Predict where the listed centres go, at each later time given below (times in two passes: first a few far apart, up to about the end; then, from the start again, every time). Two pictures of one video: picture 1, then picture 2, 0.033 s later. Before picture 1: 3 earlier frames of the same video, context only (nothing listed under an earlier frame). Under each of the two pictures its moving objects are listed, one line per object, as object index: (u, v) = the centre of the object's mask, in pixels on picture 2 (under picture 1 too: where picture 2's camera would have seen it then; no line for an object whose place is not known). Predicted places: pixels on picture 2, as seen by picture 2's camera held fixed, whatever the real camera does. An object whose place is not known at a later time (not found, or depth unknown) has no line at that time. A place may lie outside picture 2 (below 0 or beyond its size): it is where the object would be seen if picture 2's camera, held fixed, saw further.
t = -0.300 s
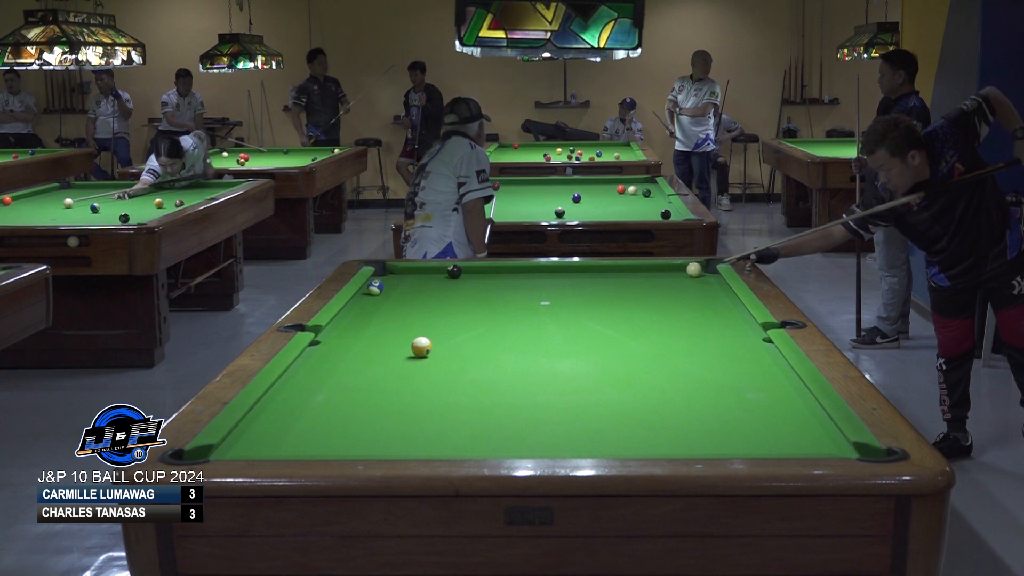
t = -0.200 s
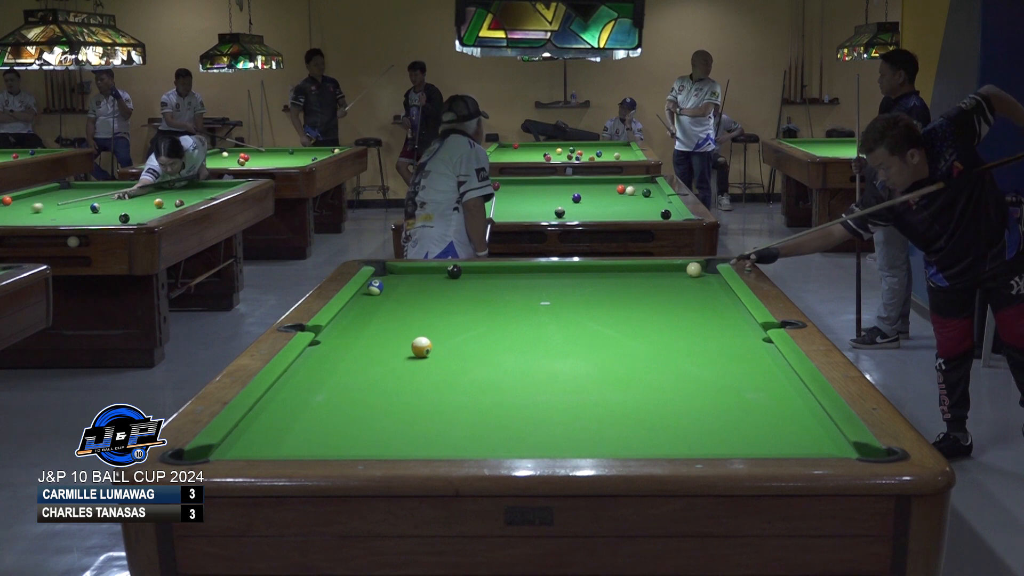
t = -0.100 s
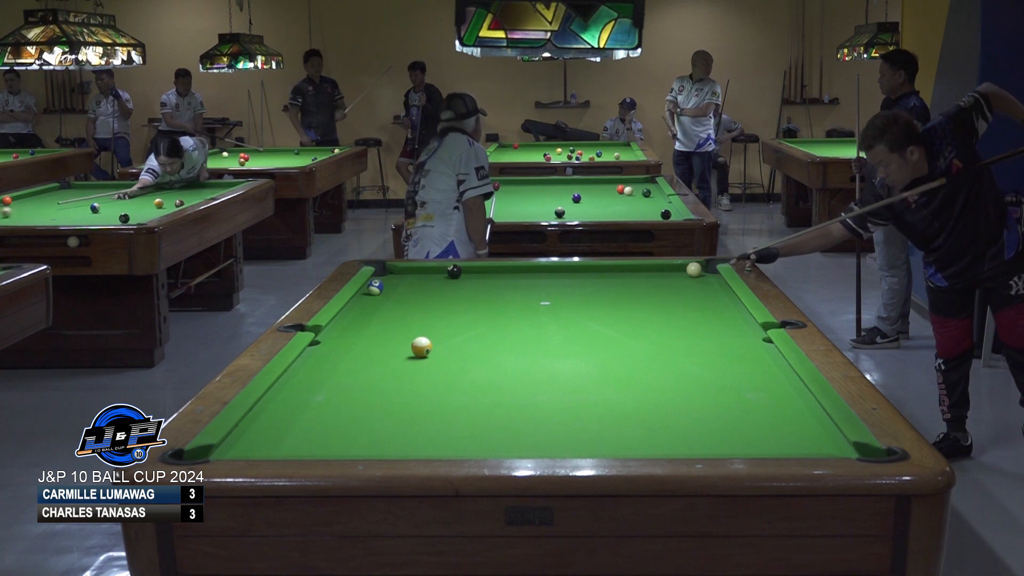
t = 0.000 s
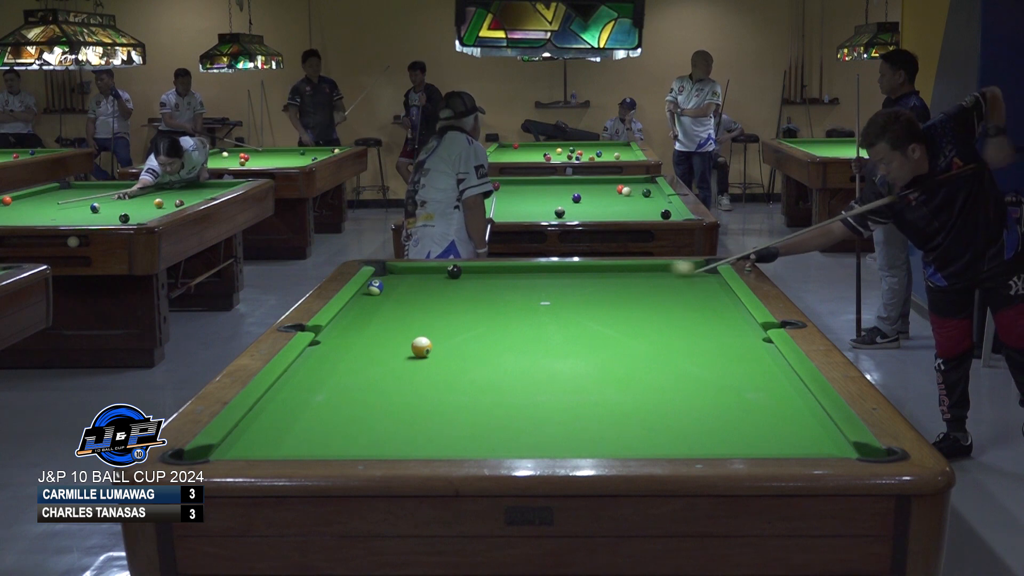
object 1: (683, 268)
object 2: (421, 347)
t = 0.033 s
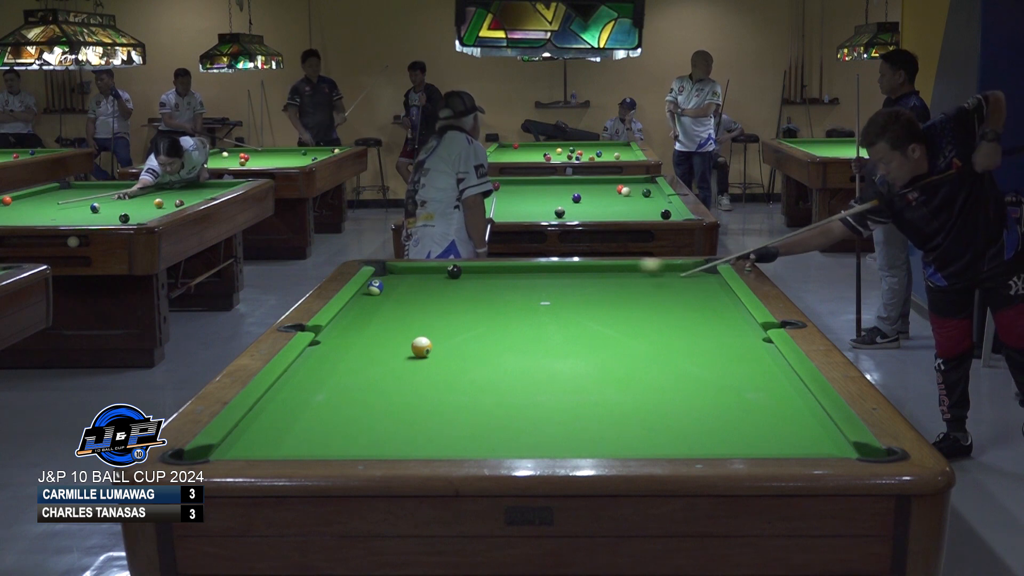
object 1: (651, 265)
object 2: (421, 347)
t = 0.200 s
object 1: (494, 270)
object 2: (421, 347)
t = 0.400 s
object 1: (460, 276)
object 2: (421, 347)
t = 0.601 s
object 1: (459, 281)
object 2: (421, 347)
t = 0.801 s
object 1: (457, 285)
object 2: (421, 347)
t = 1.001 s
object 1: (456, 289)
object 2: (421, 347)
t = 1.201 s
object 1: (455, 294)
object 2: (421, 347)
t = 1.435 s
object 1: (454, 298)
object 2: (421, 347)
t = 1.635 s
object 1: (453, 303)
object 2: (421, 347)
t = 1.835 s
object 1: (452, 307)
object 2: (421, 347)
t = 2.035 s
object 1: (451, 311)
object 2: (421, 347)
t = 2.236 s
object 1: (450, 315)
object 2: (421, 347)
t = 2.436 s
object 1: (449, 319)
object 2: (421, 347)
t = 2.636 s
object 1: (448, 323)
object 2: (421, 347)
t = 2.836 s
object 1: (447, 327)
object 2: (421, 347)
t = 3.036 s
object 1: (446, 330)
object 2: (421, 347)
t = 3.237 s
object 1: (445, 334)
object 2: (421, 347)
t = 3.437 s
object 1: (443, 337)
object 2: (421, 347)
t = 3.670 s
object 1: (441, 341)
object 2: (421, 347)
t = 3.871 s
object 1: (439, 344)
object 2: (421, 347)
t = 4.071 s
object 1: (441, 346)
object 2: (417, 347)
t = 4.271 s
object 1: (444, 348)
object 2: (414, 348)
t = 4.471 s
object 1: (446, 349)
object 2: (411, 349)
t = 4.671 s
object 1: (448, 350)
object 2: (409, 349)
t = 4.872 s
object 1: (450, 351)
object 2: (408, 349)
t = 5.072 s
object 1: (451, 352)
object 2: (408, 349)
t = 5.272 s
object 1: (452, 352)
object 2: (408, 349)
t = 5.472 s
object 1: (452, 352)
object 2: (408, 349)
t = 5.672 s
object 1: (452, 352)
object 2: (408, 349)
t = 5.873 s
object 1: (452, 352)
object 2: (408, 349)
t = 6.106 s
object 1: (452, 352)
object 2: (408, 349)
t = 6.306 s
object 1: (452, 353)
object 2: (408, 349)
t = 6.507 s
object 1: (452, 353)
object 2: (408, 349)
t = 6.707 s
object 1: (452, 353)
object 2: (408, 349)
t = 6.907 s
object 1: (452, 353)
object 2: (408, 349)
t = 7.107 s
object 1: (452, 353)
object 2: (408, 349)
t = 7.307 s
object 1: (452, 352)
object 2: (408, 349)
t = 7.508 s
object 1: (452, 352)
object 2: (408, 349)
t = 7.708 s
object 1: (452, 352)
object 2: (408, 349)
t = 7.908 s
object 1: (452, 352)
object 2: (408, 349)
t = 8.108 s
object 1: (452, 352)
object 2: (408, 349)
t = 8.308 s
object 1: (452, 352)
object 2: (408, 349)
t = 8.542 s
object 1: (452, 352)
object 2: (408, 349)
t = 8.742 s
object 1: (452, 353)
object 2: (408, 349)
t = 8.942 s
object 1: (452, 352)
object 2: (408, 349)
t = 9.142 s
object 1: (452, 352)
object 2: (408, 349)
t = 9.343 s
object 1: (452, 352)
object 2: (408, 349)
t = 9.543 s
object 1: (452, 352)
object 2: (408, 349)
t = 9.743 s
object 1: (452, 352)
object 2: (408, 349)
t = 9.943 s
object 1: (452, 352)
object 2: (408, 349)
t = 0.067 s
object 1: (619, 264)
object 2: (421, 347)
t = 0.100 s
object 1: (587, 268)
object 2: (421, 347)
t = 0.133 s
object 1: (555, 270)
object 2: (421, 347)
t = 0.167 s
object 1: (525, 269)
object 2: (421, 347)
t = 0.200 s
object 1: (494, 270)
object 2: (421, 347)
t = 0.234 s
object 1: (468, 271)
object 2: (421, 347)
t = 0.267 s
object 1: (465, 273)
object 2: (421, 347)
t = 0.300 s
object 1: (463, 274)
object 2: (421, 347)
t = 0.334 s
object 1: (461, 275)
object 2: (421, 347)
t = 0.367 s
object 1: (460, 275)
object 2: (421, 347)
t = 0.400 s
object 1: (460, 276)
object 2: (421, 347)
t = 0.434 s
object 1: (459, 277)
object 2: (421, 347)
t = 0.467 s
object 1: (459, 278)
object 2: (421, 347)
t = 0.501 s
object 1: (459, 278)
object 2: (421, 347)
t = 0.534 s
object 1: (459, 279)
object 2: (421, 347)
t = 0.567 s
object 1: (459, 280)
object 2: (421, 347)
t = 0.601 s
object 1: (459, 281)
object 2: (421, 347)
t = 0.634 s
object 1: (458, 281)
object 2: (421, 347)
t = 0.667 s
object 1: (458, 282)
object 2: (421, 347)
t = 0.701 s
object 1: (458, 283)
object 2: (421, 347)
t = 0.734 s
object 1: (458, 283)
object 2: (421, 347)
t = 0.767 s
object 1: (458, 284)
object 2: (421, 347)
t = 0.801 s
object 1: (457, 285)
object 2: (421, 347)
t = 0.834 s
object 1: (457, 286)
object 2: (421, 347)
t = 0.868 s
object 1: (457, 286)
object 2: (421, 347)
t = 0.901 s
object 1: (457, 287)
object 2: (421, 347)
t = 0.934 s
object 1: (456, 288)
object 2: (421, 347)
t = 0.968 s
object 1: (456, 289)
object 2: (421, 347)
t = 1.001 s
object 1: (456, 289)
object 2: (421, 347)
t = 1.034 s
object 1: (456, 290)
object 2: (421, 347)
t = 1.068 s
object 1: (456, 291)
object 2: (421, 347)
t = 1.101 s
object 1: (455, 291)
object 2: (421, 347)
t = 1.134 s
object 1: (455, 292)
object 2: (421, 347)
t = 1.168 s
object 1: (455, 293)
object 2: (421, 347)
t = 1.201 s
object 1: (455, 294)
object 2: (421, 347)
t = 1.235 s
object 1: (455, 294)
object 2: (421, 347)
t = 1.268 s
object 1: (455, 295)
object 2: (421, 347)
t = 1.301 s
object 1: (454, 296)
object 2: (421, 347)
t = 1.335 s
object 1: (454, 296)
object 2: (421, 347)
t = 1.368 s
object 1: (454, 297)
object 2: (421, 347)
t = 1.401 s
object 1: (454, 298)
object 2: (421, 347)
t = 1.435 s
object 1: (454, 298)
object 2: (421, 347)
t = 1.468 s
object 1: (454, 299)
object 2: (421, 347)
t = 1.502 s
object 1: (453, 300)
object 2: (421, 347)
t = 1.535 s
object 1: (453, 301)
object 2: (421, 347)
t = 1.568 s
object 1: (453, 301)
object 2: (421, 347)
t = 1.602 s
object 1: (453, 302)
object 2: (421, 347)
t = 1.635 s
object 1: (453, 303)
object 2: (421, 347)
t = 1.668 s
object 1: (453, 303)
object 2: (421, 347)
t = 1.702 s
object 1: (452, 304)
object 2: (421, 347)
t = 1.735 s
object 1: (452, 305)
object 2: (421, 347)
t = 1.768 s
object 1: (452, 306)
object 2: (421, 347)
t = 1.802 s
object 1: (452, 306)
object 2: (421, 347)
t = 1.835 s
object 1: (452, 307)
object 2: (421, 347)
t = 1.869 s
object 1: (452, 308)
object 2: (421, 347)
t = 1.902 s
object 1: (452, 308)
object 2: (421, 347)
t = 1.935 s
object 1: (451, 309)
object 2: (421, 347)
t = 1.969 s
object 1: (451, 310)
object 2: (421, 347)
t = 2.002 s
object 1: (451, 310)
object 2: (421, 347)
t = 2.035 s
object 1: (451, 311)
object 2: (421, 347)
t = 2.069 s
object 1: (451, 312)
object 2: (421, 347)
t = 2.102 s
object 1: (451, 312)
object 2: (421, 347)
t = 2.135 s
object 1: (451, 313)
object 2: (421, 347)
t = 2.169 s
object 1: (451, 314)
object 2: (421, 347)
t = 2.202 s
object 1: (451, 314)
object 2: (421, 347)
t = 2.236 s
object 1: (450, 315)
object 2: (421, 347)
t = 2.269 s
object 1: (450, 316)
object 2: (421, 347)
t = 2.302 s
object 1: (450, 316)
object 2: (421, 347)
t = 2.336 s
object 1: (450, 317)
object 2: (421, 347)
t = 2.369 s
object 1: (449, 318)
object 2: (421, 347)
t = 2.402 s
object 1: (449, 318)
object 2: (421, 347)
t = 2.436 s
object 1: (449, 319)
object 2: (421, 347)
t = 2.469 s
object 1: (449, 320)
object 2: (421, 347)
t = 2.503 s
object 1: (449, 320)
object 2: (421, 347)
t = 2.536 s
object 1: (448, 321)
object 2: (421, 347)
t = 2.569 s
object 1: (448, 322)
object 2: (421, 347)
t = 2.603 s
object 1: (448, 322)
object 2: (421, 347)
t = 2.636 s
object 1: (448, 323)
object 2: (421, 347)
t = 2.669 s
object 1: (448, 324)
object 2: (421, 347)
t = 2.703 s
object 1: (448, 324)
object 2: (421, 347)
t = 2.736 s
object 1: (447, 325)
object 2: (421, 347)
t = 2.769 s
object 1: (447, 325)
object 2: (421, 347)
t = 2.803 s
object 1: (447, 326)
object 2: (421, 347)
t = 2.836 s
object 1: (447, 327)
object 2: (421, 347)
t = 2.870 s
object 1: (447, 327)
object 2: (421, 347)
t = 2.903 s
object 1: (447, 328)
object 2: (421, 347)
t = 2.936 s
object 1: (446, 329)
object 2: (421, 347)
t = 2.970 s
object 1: (446, 329)
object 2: (421, 347)
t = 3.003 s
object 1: (446, 330)
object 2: (421, 347)
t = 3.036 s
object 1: (446, 330)
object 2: (421, 347)
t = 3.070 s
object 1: (445, 331)
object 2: (421, 347)
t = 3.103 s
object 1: (445, 332)
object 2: (421, 347)
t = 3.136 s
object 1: (445, 332)
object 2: (421, 347)
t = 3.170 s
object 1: (445, 333)
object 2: (421, 347)
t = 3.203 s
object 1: (445, 333)
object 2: (421, 347)
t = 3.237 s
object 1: (445, 334)
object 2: (421, 347)
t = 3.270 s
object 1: (444, 334)
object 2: (421, 347)
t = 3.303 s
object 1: (444, 335)
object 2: (421, 347)
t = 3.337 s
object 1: (444, 336)
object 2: (421, 347)
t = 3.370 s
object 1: (444, 336)
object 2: (421, 347)
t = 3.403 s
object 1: (444, 337)
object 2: (421, 347)
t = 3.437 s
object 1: (443, 337)
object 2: (421, 347)
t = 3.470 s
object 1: (443, 338)
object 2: (421, 347)
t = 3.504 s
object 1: (443, 338)
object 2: (421, 347)
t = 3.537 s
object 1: (442, 339)
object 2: (421, 347)
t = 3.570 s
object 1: (442, 339)
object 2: (421, 347)
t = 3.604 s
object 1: (442, 340)
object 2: (421, 347)
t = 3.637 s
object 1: (441, 340)
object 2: (421, 347)
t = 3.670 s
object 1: (441, 341)
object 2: (421, 347)
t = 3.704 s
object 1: (441, 342)
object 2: (421, 347)
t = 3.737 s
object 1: (441, 342)
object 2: (421, 347)
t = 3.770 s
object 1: (440, 342)
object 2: (421, 347)
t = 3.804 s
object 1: (440, 343)
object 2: (421, 347)
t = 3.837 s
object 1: (440, 343)
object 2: (421, 347)
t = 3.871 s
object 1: (439, 344)
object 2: (421, 347)
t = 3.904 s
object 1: (439, 344)
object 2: (421, 347)
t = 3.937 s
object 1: (439, 345)
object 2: (420, 347)
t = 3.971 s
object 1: (440, 345)
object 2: (420, 347)
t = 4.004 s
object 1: (440, 345)
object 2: (419, 347)
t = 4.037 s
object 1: (441, 346)
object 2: (418, 347)
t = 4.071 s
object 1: (441, 346)
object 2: (417, 347)
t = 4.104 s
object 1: (442, 346)
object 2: (417, 347)
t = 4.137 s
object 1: (442, 346)
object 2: (416, 348)
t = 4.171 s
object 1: (443, 347)
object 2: (415, 348)
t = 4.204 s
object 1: (443, 347)
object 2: (415, 348)
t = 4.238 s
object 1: (444, 347)
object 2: (414, 348)
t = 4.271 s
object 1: (444, 348)
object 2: (414, 348)
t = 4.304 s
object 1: (444, 348)
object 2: (413, 348)
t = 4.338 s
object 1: (445, 348)
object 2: (413, 348)
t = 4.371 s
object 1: (445, 348)
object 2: (412, 348)
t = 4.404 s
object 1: (446, 349)
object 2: (412, 349)
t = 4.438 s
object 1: (446, 349)
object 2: (411, 349)
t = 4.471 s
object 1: (446, 349)
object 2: (411, 349)
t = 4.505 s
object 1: (447, 349)
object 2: (411, 349)
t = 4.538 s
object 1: (447, 349)
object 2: (410, 349)
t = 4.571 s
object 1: (447, 349)
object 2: (410, 349)
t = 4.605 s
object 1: (448, 350)
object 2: (410, 349)
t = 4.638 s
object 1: (448, 350)
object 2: (409, 349)
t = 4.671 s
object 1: (448, 350)
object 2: (409, 349)
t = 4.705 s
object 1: (448, 350)
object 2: (409, 349)
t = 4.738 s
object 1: (449, 350)
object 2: (409, 349)
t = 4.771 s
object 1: (449, 350)
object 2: (408, 349)
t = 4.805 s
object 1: (449, 351)
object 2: (408, 349)
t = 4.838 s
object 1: (449, 351)
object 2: (408, 349)
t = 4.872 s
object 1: (450, 351)
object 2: (408, 349)
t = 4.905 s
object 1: (450, 351)
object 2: (408, 349)
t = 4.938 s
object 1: (450, 351)
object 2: (408, 349)
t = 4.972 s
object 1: (450, 351)
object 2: (408, 349)
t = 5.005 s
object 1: (451, 351)
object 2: (408, 349)
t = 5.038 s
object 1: (451, 351)
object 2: (408, 349)
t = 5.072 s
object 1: (451, 352)
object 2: (408, 349)
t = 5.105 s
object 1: (451, 352)
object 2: (408, 349)
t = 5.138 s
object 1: (451, 352)
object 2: (408, 349)
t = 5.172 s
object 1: (451, 352)
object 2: (408, 349)
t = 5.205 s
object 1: (452, 352)
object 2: (408, 349)
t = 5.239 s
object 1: (452, 352)
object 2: (408, 349)
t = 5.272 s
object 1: (452, 352)
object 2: (408, 349)
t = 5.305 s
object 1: (452, 352)
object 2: (408, 349)
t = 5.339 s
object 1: (452, 352)
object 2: (408, 349)
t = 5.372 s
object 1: (452, 352)
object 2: (408, 349)
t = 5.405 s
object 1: (452, 352)
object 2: (408, 349)
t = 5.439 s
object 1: (452, 352)
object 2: (408, 349)
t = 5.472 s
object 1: (452, 352)
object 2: (408, 349)
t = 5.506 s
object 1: (452, 352)
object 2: (408, 349)
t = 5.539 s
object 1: (452, 352)
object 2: (408, 349)
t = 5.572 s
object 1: (452, 352)
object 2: (408, 349)
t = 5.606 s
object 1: (452, 352)
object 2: (408, 349)
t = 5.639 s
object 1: (452, 352)
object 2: (408, 349)
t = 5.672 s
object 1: (452, 352)
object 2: (408, 349)
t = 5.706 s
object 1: (452, 352)
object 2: (408, 349)
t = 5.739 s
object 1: (452, 352)
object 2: (408, 349)
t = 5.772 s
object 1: (452, 352)
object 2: (408, 349)
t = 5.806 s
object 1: (452, 352)
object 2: (408, 349)
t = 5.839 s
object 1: (452, 352)
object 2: (408, 349)
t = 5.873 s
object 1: (452, 352)
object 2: (408, 349)
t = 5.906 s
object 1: (452, 352)
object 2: (408, 349)
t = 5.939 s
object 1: (452, 352)
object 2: (408, 349)
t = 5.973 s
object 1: (452, 352)
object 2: (408, 349)
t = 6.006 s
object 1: (452, 352)
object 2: (408, 349)
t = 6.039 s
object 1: (452, 352)
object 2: (408, 349)
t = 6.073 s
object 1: (452, 352)
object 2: (408, 349)
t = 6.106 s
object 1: (452, 352)
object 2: (408, 349)
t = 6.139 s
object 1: (452, 353)
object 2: (408, 349)
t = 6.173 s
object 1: (452, 352)
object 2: (408, 349)
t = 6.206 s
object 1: (452, 353)
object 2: (408, 349)
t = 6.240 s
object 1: (452, 353)
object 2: (408, 349)
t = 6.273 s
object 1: (452, 353)
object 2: (408, 349)
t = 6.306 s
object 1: (452, 353)
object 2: (408, 349)
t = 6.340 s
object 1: (452, 352)
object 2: (408, 349)
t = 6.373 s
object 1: (452, 353)
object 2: (408, 349)
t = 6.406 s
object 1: (452, 353)
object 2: (408, 349)
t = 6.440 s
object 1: (452, 353)
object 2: (408, 349)
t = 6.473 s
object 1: (452, 352)
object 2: (408, 349)
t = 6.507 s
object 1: (452, 353)
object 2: (408, 349)
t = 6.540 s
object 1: (452, 352)
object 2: (408, 349)
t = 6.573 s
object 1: (452, 352)
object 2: (408, 349)
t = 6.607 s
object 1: (452, 353)
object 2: (408, 349)
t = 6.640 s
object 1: (452, 352)
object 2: (408, 349)
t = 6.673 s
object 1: (452, 353)
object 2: (408, 349)
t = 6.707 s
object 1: (452, 353)
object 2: (408, 349)
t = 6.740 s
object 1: (452, 353)
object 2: (408, 349)
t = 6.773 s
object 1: (452, 353)
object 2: (408, 349)
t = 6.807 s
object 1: (452, 353)
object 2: (408, 349)
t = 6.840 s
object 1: (452, 353)
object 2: (408, 349)
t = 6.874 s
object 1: (452, 353)
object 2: (408, 349)
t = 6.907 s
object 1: (452, 353)
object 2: (408, 349)
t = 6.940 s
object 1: (452, 352)
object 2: (408, 349)
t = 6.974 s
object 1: (452, 353)
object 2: (408, 349)
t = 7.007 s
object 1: (452, 353)
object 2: (408, 349)
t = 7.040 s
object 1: (452, 353)
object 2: (408, 349)
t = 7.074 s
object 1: (452, 352)
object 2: (408, 349)
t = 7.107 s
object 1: (452, 353)
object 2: (408, 349)
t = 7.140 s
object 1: (452, 352)
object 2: (408, 349)
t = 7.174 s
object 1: (452, 352)
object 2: (408, 349)
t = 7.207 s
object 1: (452, 352)
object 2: (408, 349)
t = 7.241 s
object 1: (452, 353)
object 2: (408, 349)
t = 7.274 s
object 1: (452, 353)
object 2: (408, 349)
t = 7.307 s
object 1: (452, 352)
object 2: (408, 349)
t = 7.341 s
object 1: (452, 352)
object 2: (408, 349)
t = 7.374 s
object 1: (452, 353)
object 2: (408, 349)
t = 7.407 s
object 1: (452, 352)
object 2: (408, 349)
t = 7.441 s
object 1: (452, 352)
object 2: (408, 349)
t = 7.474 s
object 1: (452, 352)
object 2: (408, 349)
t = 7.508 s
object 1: (452, 352)
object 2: (408, 349)
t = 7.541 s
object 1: (452, 352)
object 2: (408, 349)
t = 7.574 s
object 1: (452, 352)
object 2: (408, 349)
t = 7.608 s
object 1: (452, 352)
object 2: (408, 349)
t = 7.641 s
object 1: (452, 352)
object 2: (408, 349)
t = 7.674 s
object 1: (452, 352)
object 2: (408, 349)
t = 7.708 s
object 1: (452, 352)
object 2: (408, 349)
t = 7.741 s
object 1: (452, 352)
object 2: (408, 349)
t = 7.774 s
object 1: (452, 352)
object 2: (408, 349)
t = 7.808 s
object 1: (452, 352)
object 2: (408, 349)
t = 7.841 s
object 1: (452, 352)
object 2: (408, 349)
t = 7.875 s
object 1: (452, 353)
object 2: (408, 349)
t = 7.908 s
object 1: (452, 352)
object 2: (408, 349)
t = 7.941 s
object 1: (452, 352)
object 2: (408, 349)
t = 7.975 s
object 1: (452, 352)
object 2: (408, 349)
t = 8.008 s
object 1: (452, 353)
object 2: (408, 349)
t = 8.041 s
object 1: (452, 353)
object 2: (408, 349)
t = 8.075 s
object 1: (452, 353)
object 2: (408, 349)
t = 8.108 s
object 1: (452, 352)
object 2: (408, 349)
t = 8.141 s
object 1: (452, 352)
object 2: (408, 349)
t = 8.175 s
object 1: (452, 352)
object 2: (408, 349)
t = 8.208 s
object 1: (452, 352)
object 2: (408, 349)
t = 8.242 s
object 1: (452, 352)
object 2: (408, 349)
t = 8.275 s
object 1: (452, 352)
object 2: (408, 349)
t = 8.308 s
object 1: (452, 352)
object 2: (408, 349)
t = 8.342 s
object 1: (452, 352)
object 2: (408, 349)
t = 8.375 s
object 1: (452, 352)
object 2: (408, 349)
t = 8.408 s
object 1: (452, 352)
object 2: (408, 349)
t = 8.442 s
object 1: (452, 352)
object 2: (408, 349)
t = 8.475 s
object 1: (452, 352)
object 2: (408, 349)
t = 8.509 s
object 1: (452, 352)
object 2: (408, 349)
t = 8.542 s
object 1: (452, 352)
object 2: (408, 349)
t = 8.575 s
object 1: (452, 352)
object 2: (408, 349)
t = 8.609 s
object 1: (452, 352)
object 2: (408, 349)
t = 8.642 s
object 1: (452, 352)
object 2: (408, 349)
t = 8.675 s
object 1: (452, 352)
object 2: (408, 349)
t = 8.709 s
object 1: (452, 352)
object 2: (408, 349)
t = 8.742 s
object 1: (452, 353)
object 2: (408, 349)
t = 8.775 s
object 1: (452, 352)
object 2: (408, 349)
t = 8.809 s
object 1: (452, 352)
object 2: (408, 349)
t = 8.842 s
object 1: (452, 352)
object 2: (408, 349)
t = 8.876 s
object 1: (452, 352)
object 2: (408, 349)
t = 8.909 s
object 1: (452, 352)
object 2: (408, 349)
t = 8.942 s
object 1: (452, 352)
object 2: (408, 349)
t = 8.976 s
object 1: (452, 352)
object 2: (408, 349)
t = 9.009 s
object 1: (452, 352)
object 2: (408, 349)
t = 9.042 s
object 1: (452, 352)
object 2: (408, 349)
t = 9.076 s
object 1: (452, 352)
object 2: (408, 349)
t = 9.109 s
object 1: (452, 352)
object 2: (408, 349)
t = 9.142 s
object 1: (452, 352)
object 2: (408, 349)
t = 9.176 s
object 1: (452, 352)
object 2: (408, 349)
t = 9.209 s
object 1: (452, 352)
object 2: (408, 349)
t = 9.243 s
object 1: (452, 352)
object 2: (408, 349)
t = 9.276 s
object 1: (452, 352)
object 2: (408, 349)
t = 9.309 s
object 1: (452, 352)
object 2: (408, 349)
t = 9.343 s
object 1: (452, 352)
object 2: (408, 349)
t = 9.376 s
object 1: (452, 352)
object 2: (408, 349)
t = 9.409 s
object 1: (452, 352)
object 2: (408, 349)
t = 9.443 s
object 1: (452, 352)
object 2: (408, 349)
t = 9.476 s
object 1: (452, 352)
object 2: (408, 349)
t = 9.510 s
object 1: (452, 352)
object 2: (408, 349)
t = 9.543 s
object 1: (452, 352)
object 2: (408, 349)
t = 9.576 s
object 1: (452, 352)
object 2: (408, 349)
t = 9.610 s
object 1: (452, 352)
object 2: (408, 349)
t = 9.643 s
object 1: (452, 352)
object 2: (408, 349)
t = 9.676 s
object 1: (452, 352)
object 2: (408, 349)
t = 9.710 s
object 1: (452, 352)
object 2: (408, 349)
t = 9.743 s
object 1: (452, 352)
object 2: (408, 349)
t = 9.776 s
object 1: (452, 352)
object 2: (408, 349)
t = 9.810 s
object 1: (452, 352)
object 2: (408, 349)
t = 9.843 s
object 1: (452, 352)
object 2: (408, 349)
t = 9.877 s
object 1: (452, 352)
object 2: (408, 349)
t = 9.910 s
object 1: (452, 352)
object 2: (408, 349)
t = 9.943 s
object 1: (452, 352)
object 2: (408, 349)
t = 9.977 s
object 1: (452, 352)
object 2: (408, 349)
